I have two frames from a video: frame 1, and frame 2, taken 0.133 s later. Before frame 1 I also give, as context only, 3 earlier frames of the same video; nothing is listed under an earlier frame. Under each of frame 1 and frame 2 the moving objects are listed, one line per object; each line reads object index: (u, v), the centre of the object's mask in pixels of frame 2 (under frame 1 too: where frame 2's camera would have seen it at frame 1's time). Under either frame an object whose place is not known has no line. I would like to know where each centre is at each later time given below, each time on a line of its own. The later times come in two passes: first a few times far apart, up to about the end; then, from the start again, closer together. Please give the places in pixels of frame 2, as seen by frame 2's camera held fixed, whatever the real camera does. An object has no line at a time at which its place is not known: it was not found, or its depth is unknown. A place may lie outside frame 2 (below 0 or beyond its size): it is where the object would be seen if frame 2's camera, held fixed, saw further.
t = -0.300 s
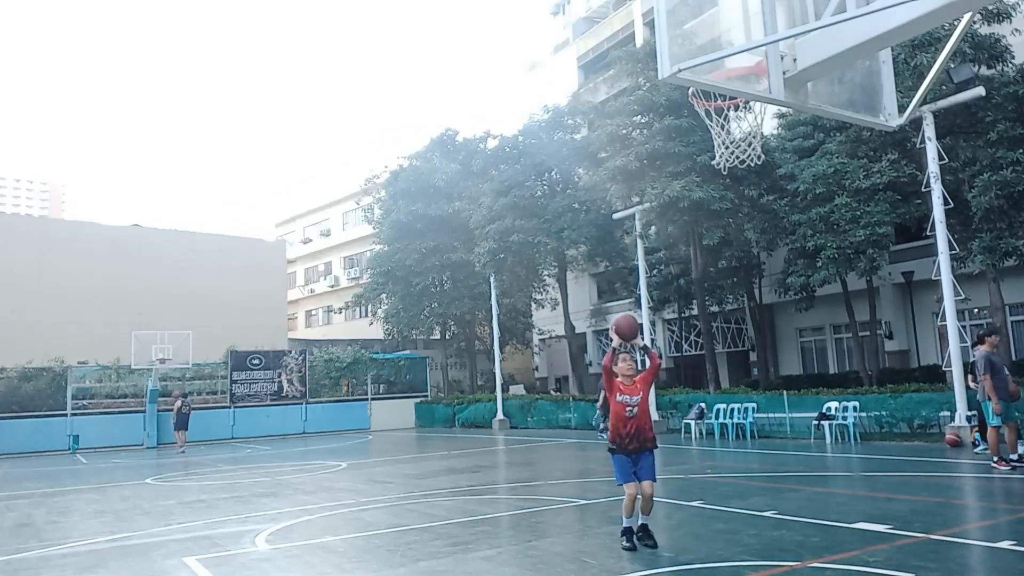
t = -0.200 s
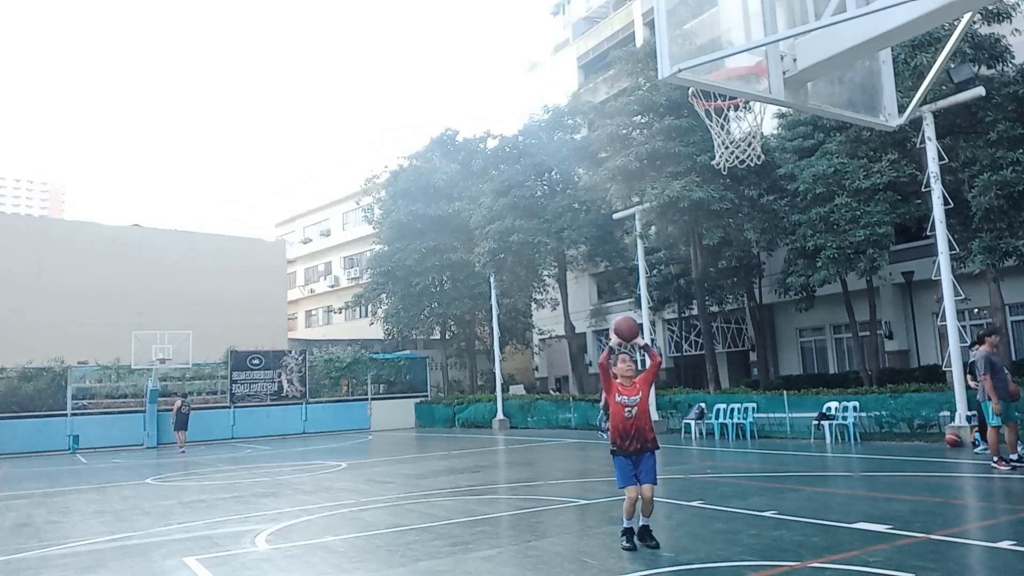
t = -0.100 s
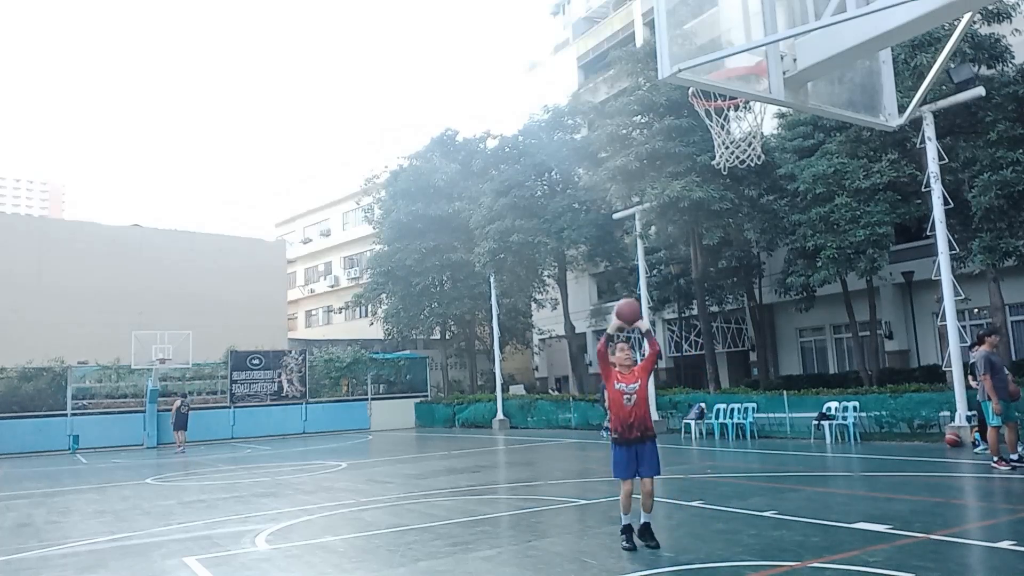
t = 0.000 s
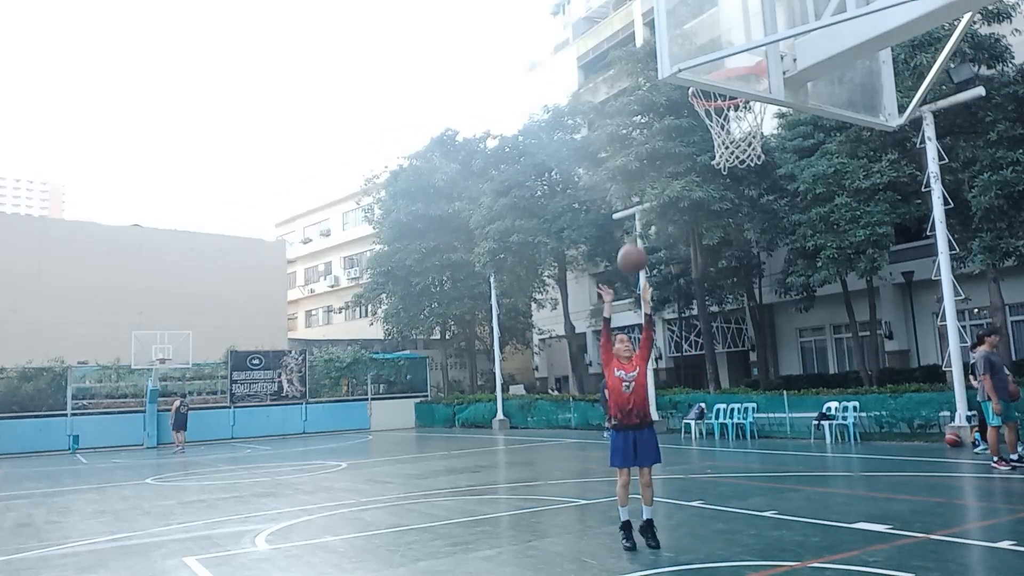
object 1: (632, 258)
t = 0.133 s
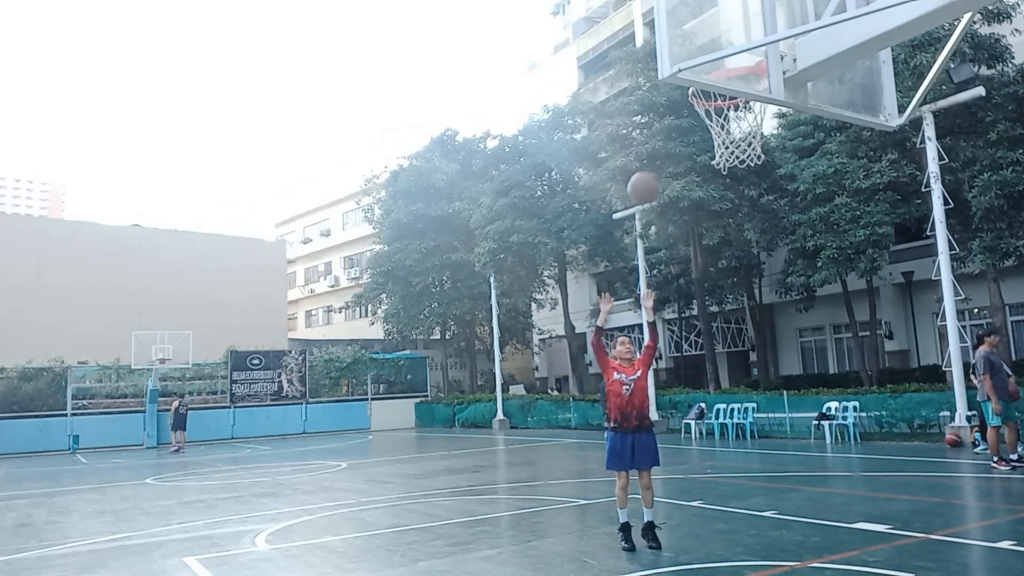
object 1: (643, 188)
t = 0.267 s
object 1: (657, 133)
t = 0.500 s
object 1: (679, 92)
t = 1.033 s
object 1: (751, 124)
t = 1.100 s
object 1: (748, 144)
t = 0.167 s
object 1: (646, 172)
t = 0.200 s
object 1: (649, 158)
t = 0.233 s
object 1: (653, 145)
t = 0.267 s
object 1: (657, 133)
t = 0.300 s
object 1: (660, 121)
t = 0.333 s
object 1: (664, 111)
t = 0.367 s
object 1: (669, 103)
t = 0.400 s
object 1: (671, 98)
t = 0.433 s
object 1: (674, 96)
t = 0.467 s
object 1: (676, 93)
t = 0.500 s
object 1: (679, 92)
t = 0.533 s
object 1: (682, 90)
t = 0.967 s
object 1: (744, 107)
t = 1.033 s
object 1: (751, 124)
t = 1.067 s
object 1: (748, 135)
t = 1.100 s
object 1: (748, 144)
